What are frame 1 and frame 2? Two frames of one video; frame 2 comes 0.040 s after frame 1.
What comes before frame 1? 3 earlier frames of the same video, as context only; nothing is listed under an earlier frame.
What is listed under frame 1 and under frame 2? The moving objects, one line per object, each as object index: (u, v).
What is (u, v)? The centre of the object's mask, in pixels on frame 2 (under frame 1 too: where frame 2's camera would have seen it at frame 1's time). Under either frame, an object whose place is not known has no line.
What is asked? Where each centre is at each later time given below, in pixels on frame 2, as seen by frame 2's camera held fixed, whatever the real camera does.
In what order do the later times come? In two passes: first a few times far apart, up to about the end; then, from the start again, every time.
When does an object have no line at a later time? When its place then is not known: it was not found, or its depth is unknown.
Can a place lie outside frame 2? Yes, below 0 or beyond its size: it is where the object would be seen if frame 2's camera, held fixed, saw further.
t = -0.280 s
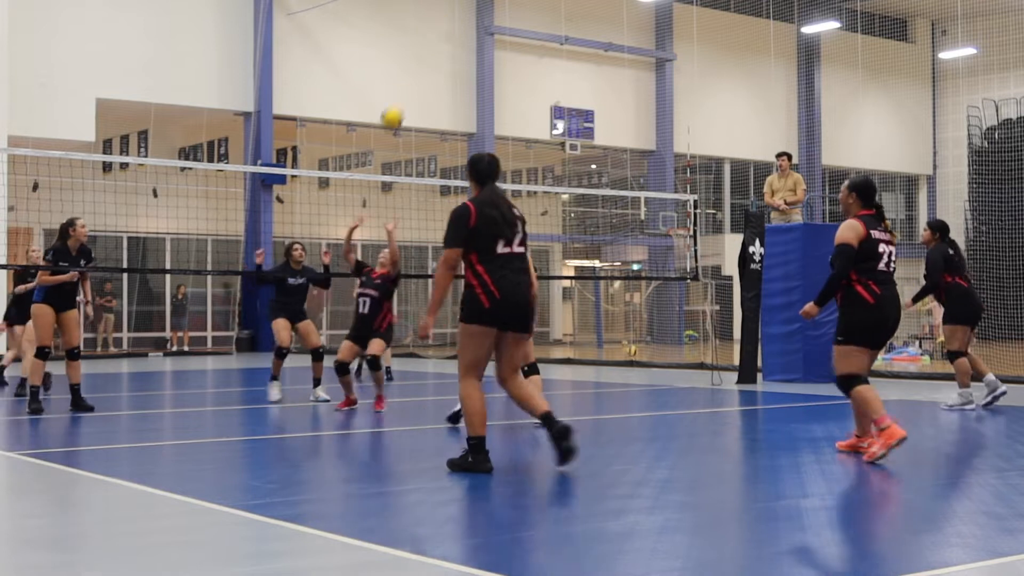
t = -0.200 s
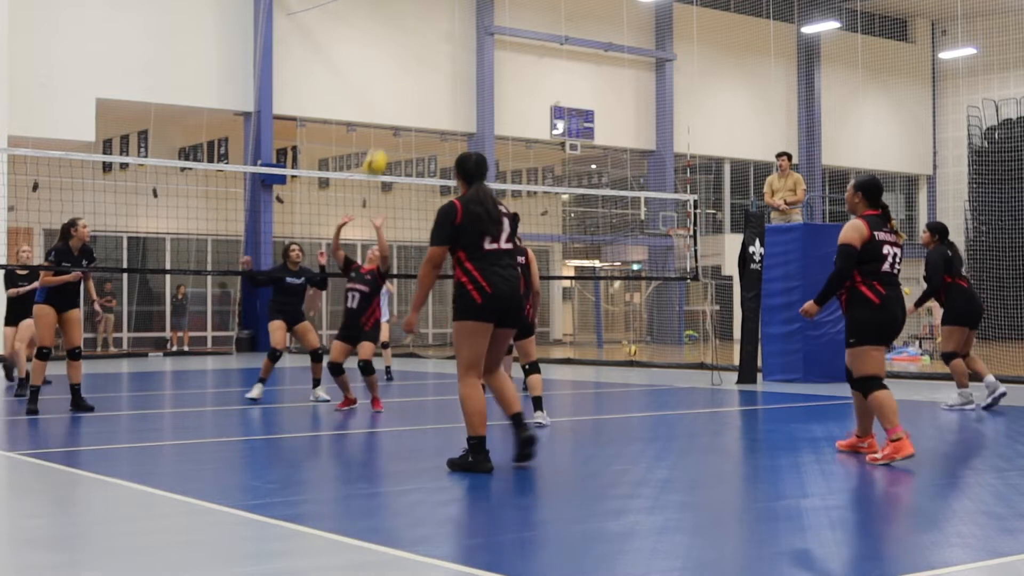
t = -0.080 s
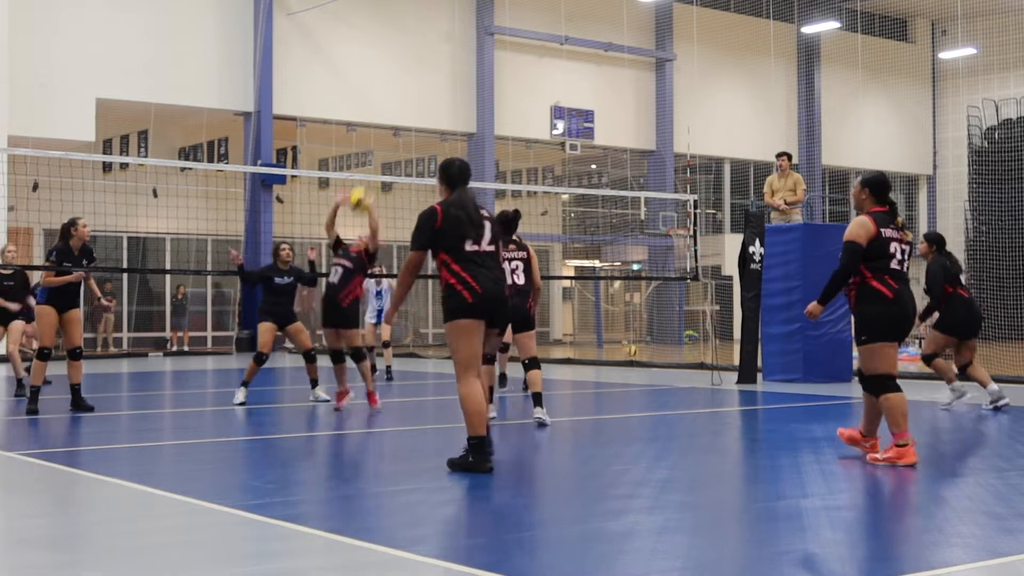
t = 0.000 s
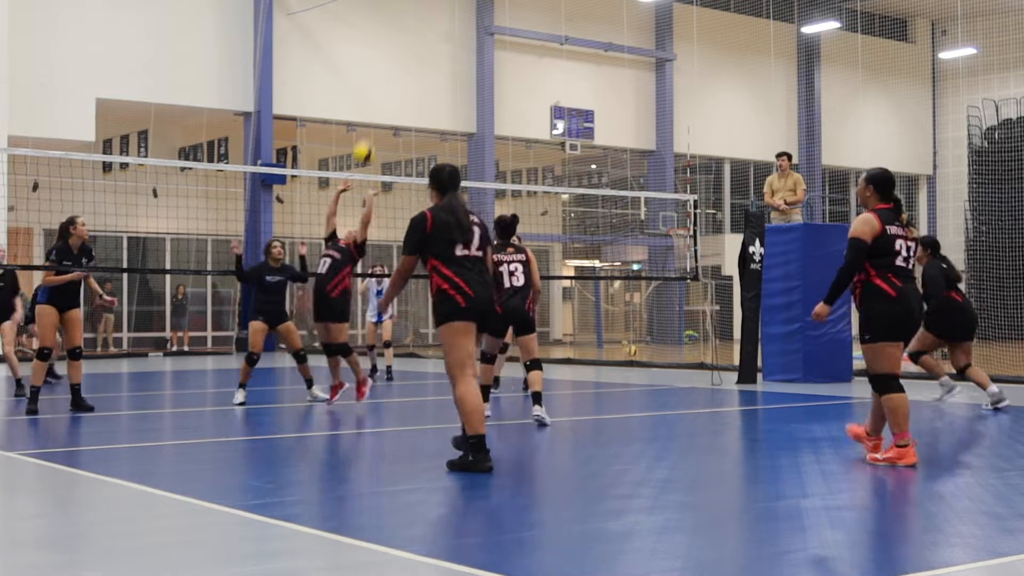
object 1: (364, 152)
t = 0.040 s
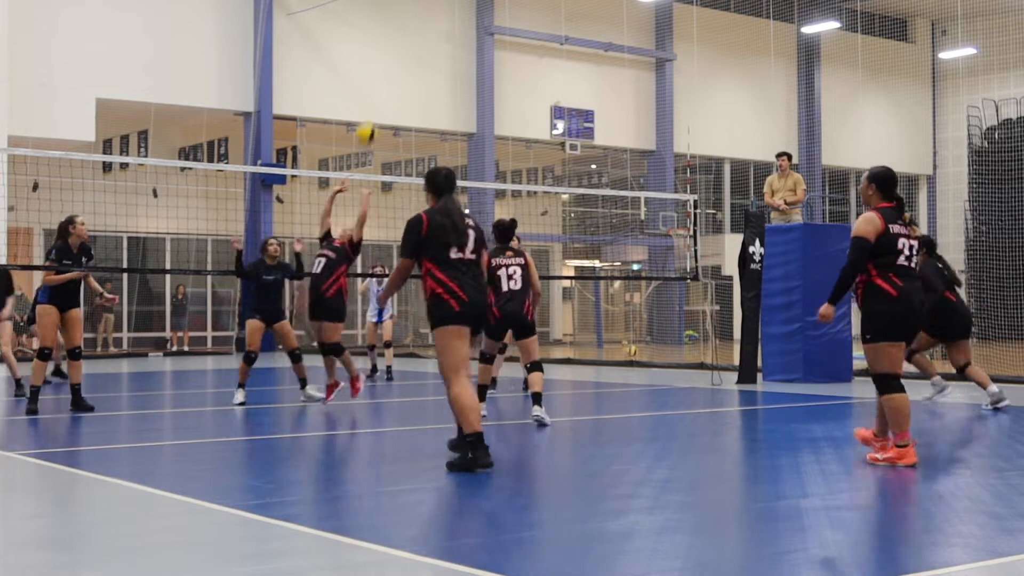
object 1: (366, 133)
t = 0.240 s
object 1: (375, 55)
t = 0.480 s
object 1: (383, 18)
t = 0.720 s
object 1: (391, 41)
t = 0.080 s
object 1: (369, 113)
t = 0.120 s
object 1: (370, 95)
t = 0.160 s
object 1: (372, 79)
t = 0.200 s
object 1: (374, 66)
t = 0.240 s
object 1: (375, 55)
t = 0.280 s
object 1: (376, 45)
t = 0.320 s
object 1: (378, 35)
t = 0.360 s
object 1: (379, 28)
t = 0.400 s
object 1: (381, 23)
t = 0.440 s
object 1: (382, 20)
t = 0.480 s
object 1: (383, 18)
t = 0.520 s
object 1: (385, 18)
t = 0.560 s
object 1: (386, 19)
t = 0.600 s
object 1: (387, 22)
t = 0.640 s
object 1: (388, 26)
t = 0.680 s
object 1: (390, 32)
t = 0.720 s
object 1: (391, 41)
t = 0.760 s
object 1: (392, 50)
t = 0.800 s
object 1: (393, 60)
